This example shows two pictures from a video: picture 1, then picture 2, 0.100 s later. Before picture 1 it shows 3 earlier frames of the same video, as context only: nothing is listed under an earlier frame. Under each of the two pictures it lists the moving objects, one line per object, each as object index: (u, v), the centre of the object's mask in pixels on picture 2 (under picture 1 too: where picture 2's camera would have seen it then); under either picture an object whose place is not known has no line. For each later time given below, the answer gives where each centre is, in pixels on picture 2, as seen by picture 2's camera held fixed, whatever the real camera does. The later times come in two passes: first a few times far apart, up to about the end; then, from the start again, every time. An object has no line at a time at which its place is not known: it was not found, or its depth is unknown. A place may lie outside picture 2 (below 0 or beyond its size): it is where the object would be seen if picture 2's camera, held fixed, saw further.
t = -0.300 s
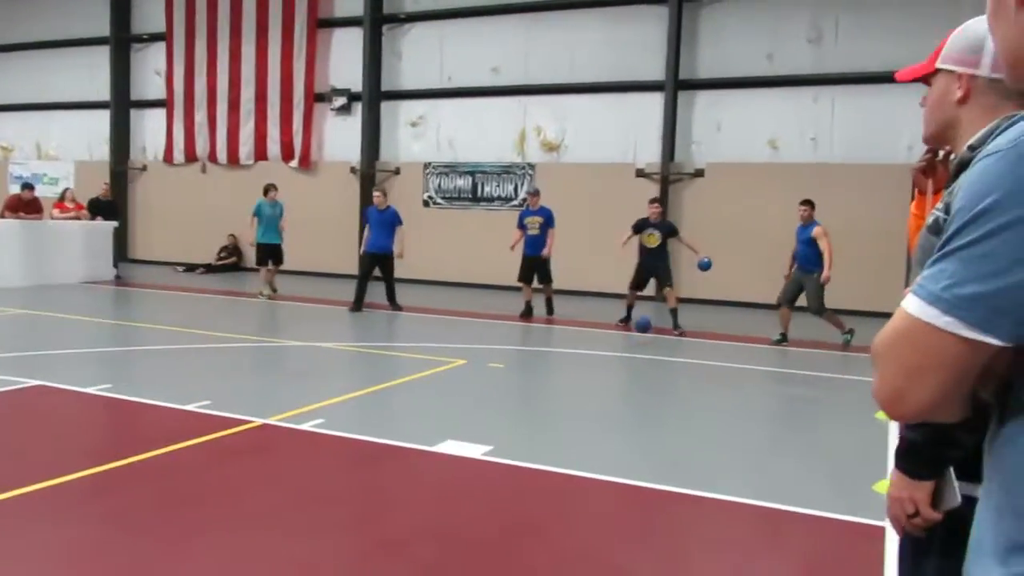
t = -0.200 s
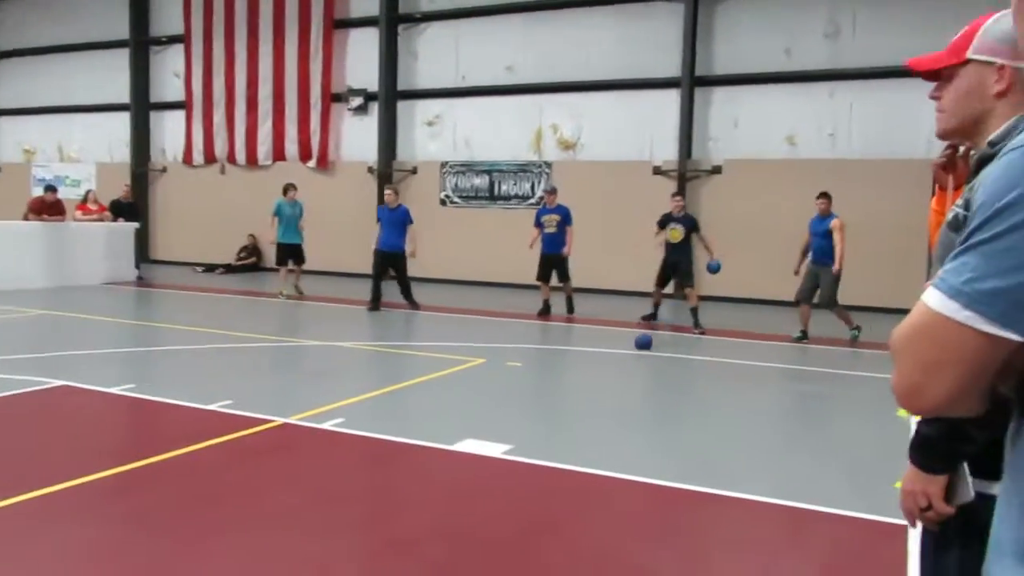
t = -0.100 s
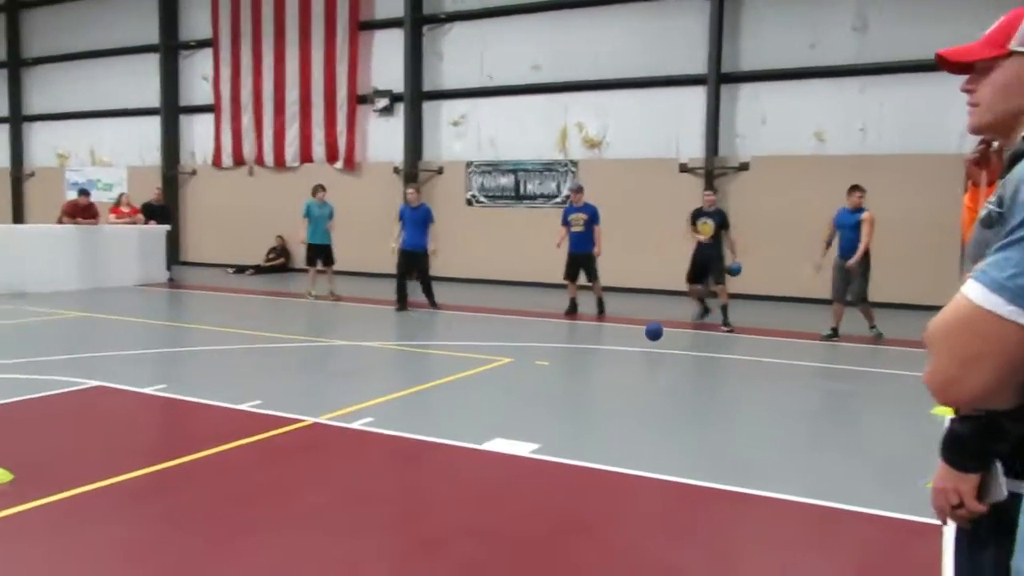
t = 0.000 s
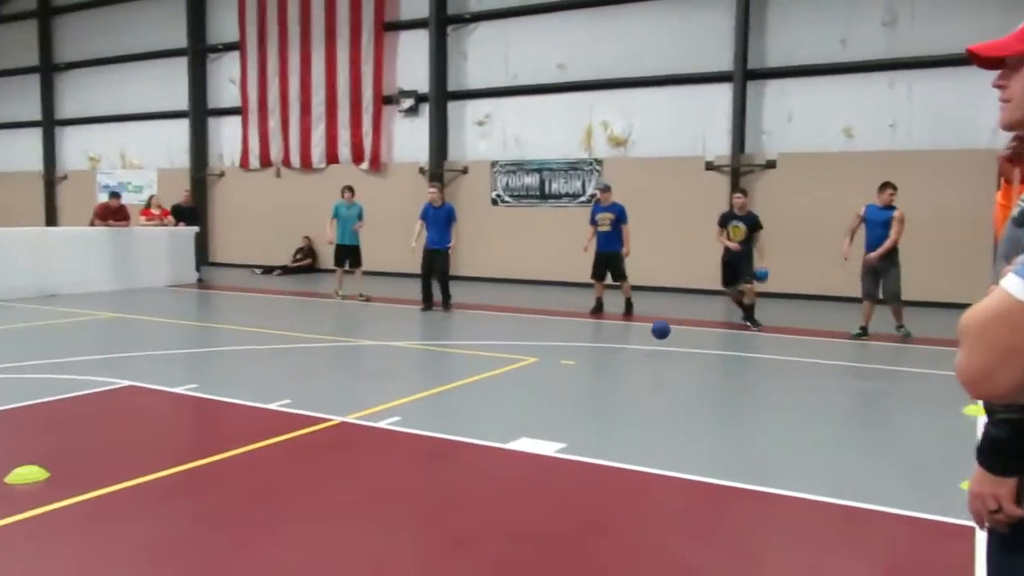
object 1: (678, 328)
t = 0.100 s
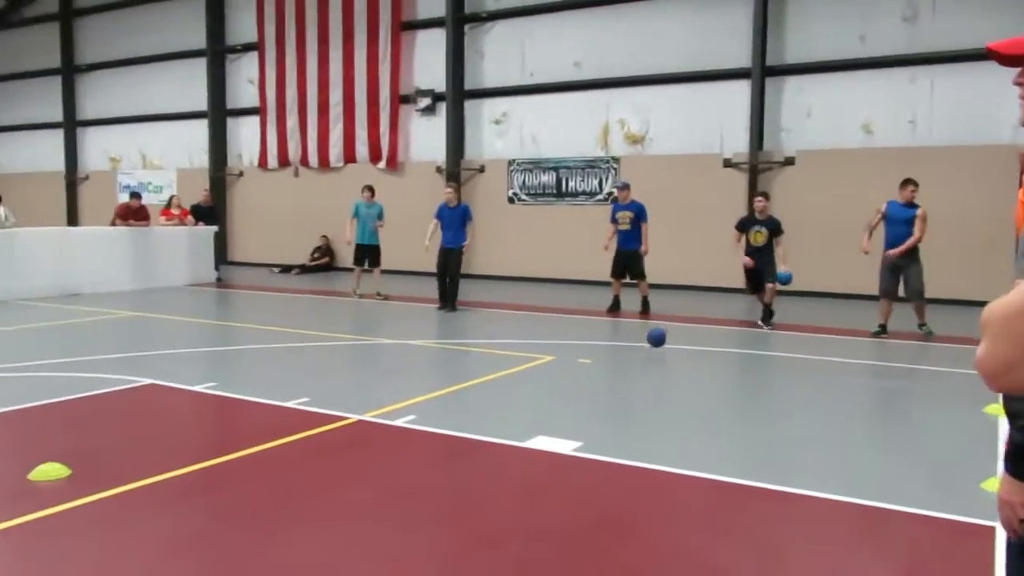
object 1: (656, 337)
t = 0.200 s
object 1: (633, 358)
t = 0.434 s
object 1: (575, 357)
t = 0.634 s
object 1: (515, 381)
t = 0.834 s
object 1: (444, 399)
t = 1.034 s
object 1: (360, 416)
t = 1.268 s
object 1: (238, 448)
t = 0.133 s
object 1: (649, 343)
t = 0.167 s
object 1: (641, 351)
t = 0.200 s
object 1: (633, 358)
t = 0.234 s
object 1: (625, 359)
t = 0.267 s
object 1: (617, 356)
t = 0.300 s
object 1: (609, 353)
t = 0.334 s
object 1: (601, 351)
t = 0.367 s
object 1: (592, 352)
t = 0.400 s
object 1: (583, 354)
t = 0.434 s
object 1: (575, 357)
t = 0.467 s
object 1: (565, 361)
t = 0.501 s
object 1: (556, 368)
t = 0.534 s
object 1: (545, 376)
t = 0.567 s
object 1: (535, 384)
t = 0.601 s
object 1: (525, 384)
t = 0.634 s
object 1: (515, 381)
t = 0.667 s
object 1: (504, 380)
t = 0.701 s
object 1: (492, 381)
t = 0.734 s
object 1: (481, 383)
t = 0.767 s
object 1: (469, 386)
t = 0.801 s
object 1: (457, 392)
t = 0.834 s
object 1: (444, 399)
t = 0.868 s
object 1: (431, 410)
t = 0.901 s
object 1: (418, 415)
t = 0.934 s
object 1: (404, 413)
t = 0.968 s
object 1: (390, 412)
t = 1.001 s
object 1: (375, 413)
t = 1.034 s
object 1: (360, 416)
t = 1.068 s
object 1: (345, 421)
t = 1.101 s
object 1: (328, 428)
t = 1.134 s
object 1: (311, 436)
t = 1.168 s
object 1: (293, 448)
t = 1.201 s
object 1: (276, 448)
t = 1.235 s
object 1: (256, 447)
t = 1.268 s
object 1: (238, 448)
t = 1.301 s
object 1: (218, 451)
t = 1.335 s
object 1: (197, 456)
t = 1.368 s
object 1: (176, 463)
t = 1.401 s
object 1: (154, 472)
